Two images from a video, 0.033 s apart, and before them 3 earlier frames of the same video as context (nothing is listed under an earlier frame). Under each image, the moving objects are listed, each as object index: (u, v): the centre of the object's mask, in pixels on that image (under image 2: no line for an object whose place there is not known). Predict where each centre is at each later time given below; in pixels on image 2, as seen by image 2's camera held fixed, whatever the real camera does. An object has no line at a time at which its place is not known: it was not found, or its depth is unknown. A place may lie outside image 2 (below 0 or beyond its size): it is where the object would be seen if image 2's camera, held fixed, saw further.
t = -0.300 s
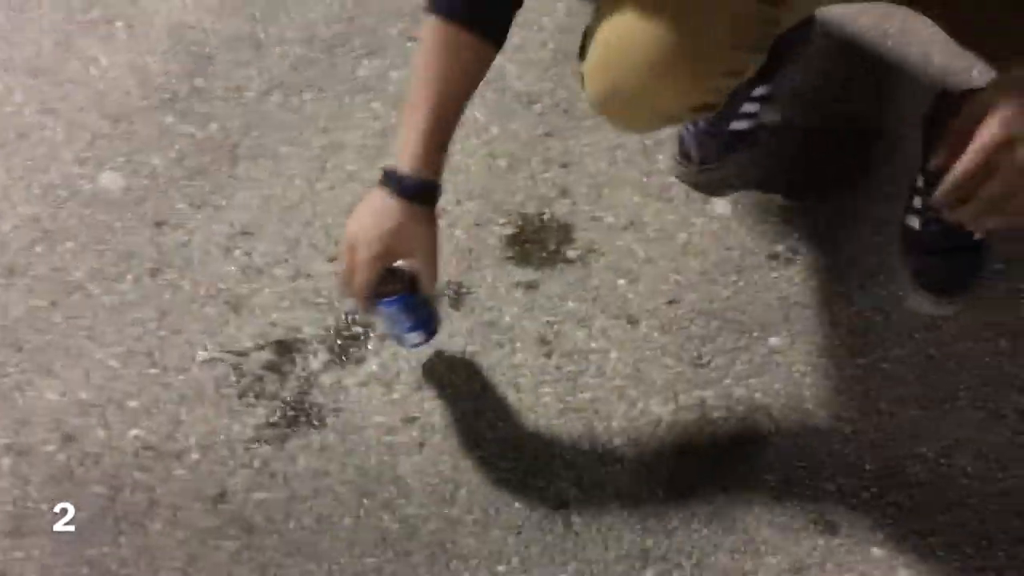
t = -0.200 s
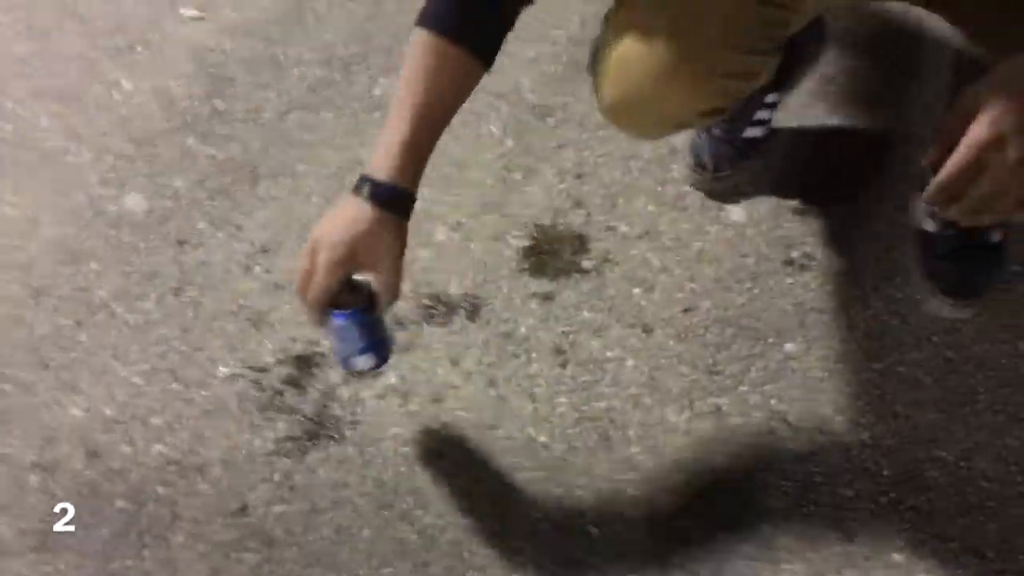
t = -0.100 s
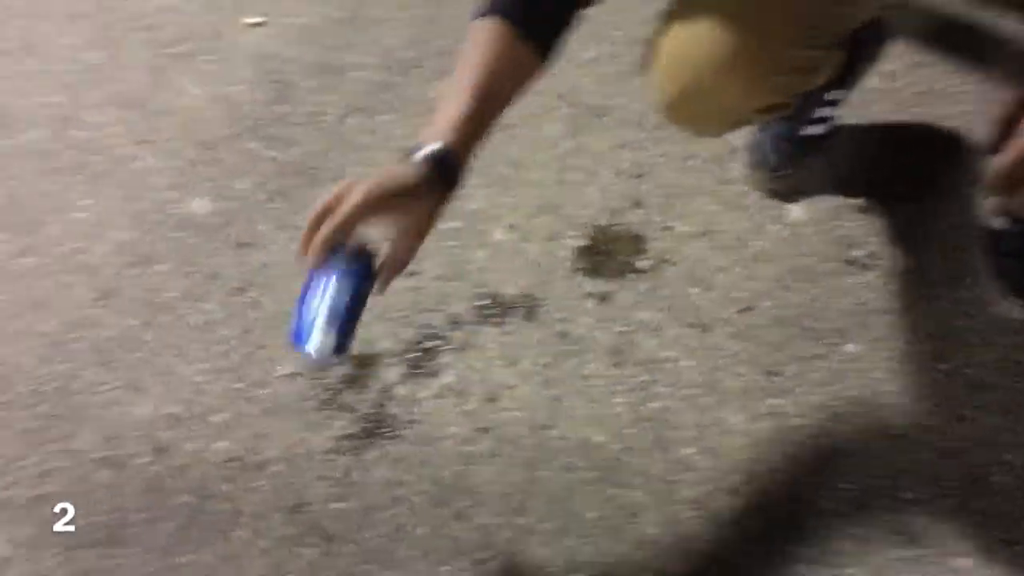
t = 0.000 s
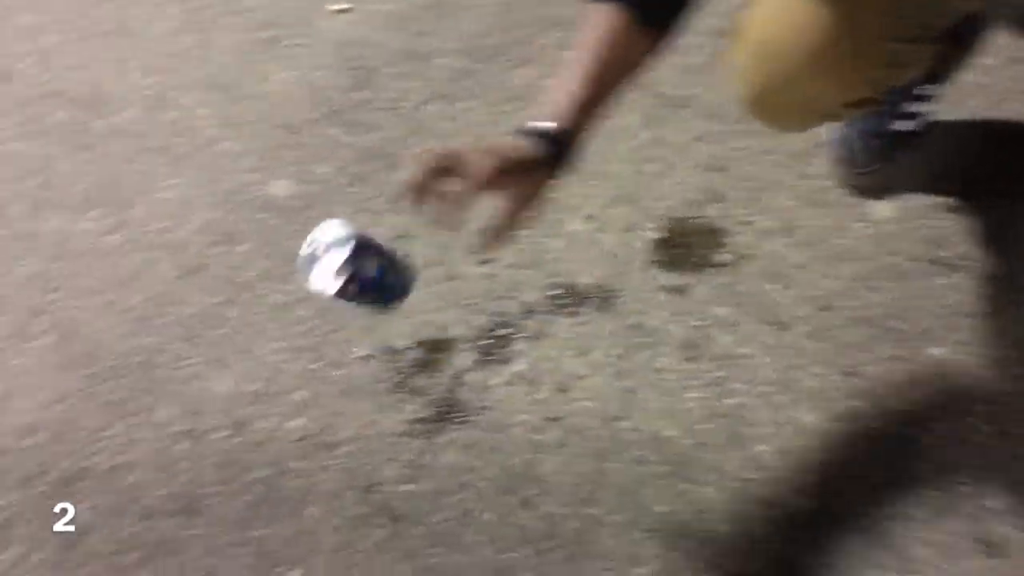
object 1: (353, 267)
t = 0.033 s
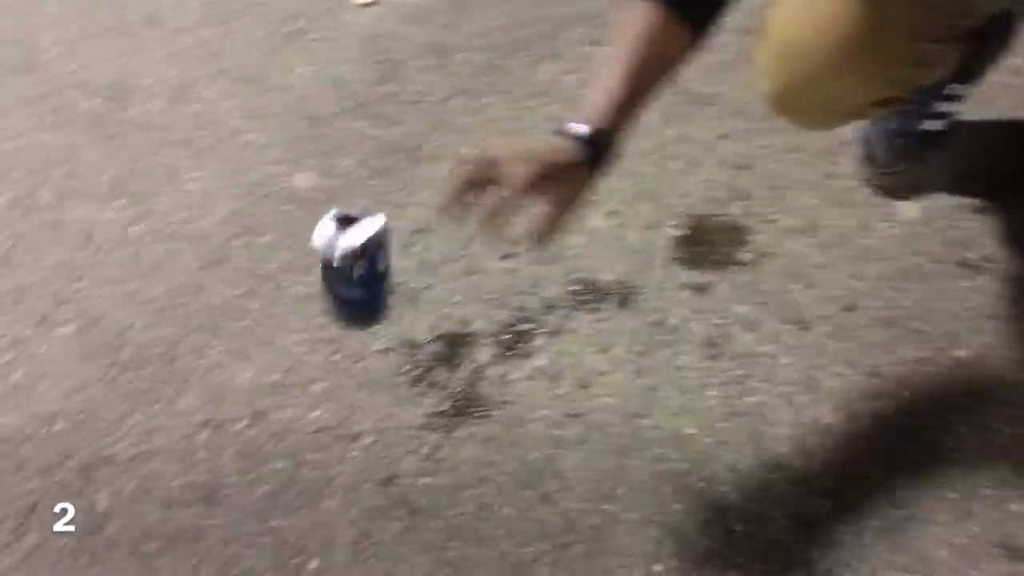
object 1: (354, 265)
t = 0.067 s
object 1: (336, 273)
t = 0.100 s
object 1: (324, 279)
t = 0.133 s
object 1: (318, 292)
